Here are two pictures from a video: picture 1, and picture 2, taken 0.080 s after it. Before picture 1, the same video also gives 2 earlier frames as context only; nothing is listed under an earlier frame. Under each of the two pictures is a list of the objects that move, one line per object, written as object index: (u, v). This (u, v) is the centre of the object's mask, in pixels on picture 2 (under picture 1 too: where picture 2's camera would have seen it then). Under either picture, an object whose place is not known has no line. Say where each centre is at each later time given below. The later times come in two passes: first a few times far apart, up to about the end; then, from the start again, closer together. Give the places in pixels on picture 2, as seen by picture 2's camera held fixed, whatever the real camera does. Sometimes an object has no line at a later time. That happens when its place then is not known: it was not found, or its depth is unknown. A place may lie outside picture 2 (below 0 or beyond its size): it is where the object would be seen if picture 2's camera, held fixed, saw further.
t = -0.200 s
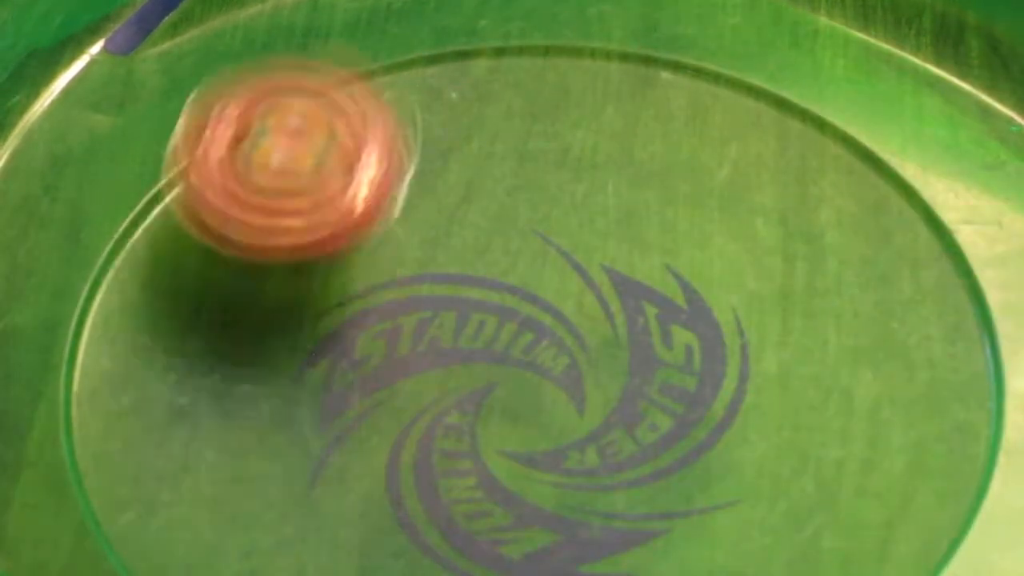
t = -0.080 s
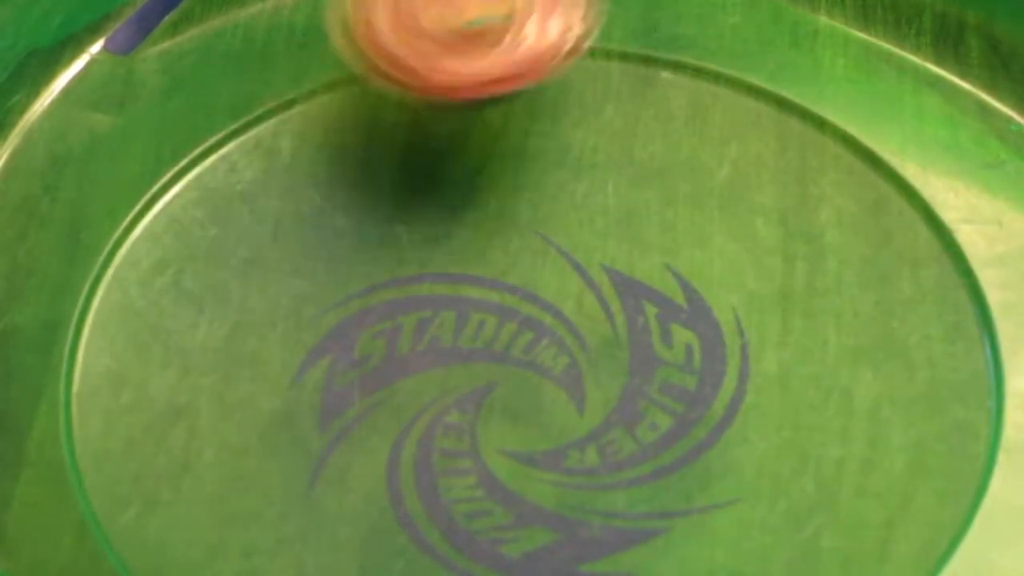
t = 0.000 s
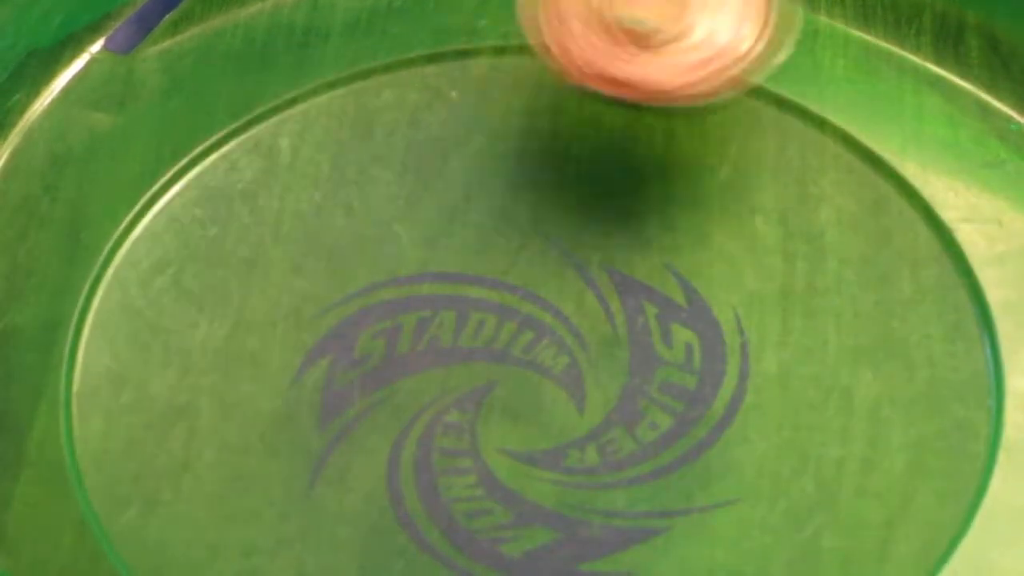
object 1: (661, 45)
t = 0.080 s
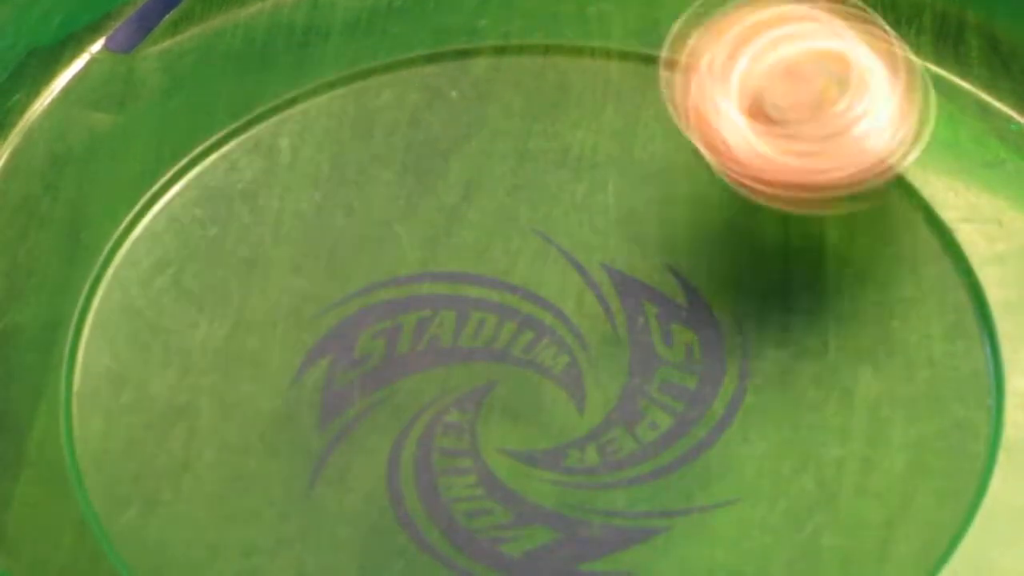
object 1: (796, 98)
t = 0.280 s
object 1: (721, 442)
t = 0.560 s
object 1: (144, 376)
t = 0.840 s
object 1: (496, 75)
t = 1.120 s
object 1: (846, 410)
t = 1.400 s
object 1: (339, 532)
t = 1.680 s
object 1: (383, 167)
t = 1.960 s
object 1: (920, 177)
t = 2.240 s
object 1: (619, 510)
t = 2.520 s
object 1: (264, 196)
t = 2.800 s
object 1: (718, 60)
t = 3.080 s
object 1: (718, 455)
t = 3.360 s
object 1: (163, 425)
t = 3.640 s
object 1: (398, 100)
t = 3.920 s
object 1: (855, 322)
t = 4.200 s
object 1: (514, 548)
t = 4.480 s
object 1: (309, 247)
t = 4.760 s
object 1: (777, 75)
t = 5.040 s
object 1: (842, 423)
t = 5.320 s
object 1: (293, 406)
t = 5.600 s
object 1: (340, 66)
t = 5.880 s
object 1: (772, 228)
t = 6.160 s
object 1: (544, 526)
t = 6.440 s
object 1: (205, 340)
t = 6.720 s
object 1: (619, 132)
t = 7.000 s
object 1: (921, 362)
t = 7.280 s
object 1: (464, 492)
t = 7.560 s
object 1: (332, 140)
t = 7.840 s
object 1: (746, 101)
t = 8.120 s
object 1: (643, 465)
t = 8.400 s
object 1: (195, 406)
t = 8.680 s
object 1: (431, 141)
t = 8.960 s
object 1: (846, 298)
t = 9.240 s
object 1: (629, 528)
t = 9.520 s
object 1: (339, 288)
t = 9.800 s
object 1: (648, 68)
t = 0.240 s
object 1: (785, 388)
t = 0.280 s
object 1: (721, 442)
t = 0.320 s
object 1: (644, 479)
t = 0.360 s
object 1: (550, 499)
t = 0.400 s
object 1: (457, 502)
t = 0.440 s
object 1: (364, 498)
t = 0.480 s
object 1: (276, 482)
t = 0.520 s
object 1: (199, 438)
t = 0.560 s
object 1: (144, 376)
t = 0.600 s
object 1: (117, 306)
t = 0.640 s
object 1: (124, 235)
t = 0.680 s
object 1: (159, 165)
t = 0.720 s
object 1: (222, 113)
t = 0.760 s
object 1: (304, 81)
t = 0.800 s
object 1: (401, 70)
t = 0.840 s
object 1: (496, 75)
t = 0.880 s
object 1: (584, 90)
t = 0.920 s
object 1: (668, 124)
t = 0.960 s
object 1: (736, 170)
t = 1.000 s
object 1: (790, 220)
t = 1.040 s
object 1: (831, 284)
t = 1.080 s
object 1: (847, 348)
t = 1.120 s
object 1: (846, 410)
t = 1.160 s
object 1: (821, 472)
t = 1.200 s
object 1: (772, 507)
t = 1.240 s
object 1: (713, 530)
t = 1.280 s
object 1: (614, 546)
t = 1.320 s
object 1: (526, 550)
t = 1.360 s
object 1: (413, 547)
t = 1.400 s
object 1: (339, 532)
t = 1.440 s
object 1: (280, 507)
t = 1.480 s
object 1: (242, 460)
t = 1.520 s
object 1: (233, 396)
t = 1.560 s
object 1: (243, 333)
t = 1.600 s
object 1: (272, 271)
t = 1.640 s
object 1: (321, 218)
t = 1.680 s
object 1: (383, 167)
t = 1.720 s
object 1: (461, 129)
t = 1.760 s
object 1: (540, 106)
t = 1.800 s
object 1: (628, 93)
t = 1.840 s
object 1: (715, 92)
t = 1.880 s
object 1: (799, 106)
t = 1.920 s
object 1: (870, 133)
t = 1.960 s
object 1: (920, 177)
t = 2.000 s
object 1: (938, 234)
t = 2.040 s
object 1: (937, 317)
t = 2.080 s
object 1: (926, 383)
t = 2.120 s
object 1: (880, 447)
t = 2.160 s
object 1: (810, 486)
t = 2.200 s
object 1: (712, 508)
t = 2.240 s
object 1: (619, 510)
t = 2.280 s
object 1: (527, 504)
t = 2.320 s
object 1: (438, 483)
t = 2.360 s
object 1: (366, 444)
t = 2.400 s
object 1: (313, 389)
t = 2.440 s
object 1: (278, 329)
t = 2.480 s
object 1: (266, 264)
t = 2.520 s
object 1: (264, 196)
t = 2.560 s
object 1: (290, 133)
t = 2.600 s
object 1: (334, 82)
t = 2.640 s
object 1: (391, 56)
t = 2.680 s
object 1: (468, 41)
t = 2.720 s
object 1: (555, 36)
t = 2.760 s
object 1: (633, 42)
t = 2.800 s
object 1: (718, 60)
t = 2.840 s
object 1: (776, 85)
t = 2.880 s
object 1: (823, 140)
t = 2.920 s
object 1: (845, 207)
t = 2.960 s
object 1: (842, 276)
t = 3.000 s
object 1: (822, 341)
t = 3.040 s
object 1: (779, 402)
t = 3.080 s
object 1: (718, 455)
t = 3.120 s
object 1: (647, 488)
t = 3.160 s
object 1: (561, 504)
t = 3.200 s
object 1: (478, 513)
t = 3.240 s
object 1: (376, 511)
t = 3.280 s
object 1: (296, 498)
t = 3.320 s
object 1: (226, 476)
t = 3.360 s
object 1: (163, 425)
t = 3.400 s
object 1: (125, 365)
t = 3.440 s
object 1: (117, 304)
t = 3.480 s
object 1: (132, 239)
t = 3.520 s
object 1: (174, 187)
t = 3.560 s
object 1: (239, 146)
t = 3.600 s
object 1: (318, 113)
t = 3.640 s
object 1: (398, 100)
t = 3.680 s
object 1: (489, 102)
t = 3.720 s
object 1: (575, 113)
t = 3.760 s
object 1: (652, 138)
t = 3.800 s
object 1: (721, 173)
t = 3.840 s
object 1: (781, 217)
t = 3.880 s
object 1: (826, 266)
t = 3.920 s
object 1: (855, 322)
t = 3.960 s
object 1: (866, 380)
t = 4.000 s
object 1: (858, 438)
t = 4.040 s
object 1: (827, 488)
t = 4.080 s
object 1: (779, 513)
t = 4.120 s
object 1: (704, 533)
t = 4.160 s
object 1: (614, 545)
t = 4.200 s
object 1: (514, 548)
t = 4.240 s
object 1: (428, 538)
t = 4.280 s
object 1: (362, 519)
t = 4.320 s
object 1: (312, 488)
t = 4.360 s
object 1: (283, 433)
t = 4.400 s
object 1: (273, 370)
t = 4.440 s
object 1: (282, 306)
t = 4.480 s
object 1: (309, 247)
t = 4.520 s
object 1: (351, 192)
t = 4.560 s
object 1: (409, 145)
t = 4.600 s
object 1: (471, 108)
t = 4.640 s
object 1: (544, 82)
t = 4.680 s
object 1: (620, 70)
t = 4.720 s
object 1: (700, 68)
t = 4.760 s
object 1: (777, 75)
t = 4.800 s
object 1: (847, 95)
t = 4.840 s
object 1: (899, 133)
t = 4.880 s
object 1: (924, 189)
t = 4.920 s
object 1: (930, 253)
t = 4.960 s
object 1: (922, 316)
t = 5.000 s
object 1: (892, 373)
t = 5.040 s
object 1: (842, 423)
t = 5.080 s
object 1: (771, 462)
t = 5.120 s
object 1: (691, 484)
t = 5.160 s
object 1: (605, 495)
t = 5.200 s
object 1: (510, 494)
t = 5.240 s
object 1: (427, 476)
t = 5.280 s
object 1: (356, 450)
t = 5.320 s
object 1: (293, 406)
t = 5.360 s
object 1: (249, 359)
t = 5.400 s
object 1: (213, 301)
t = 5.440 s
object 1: (198, 244)
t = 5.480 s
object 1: (207, 184)
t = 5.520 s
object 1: (233, 131)
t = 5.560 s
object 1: (278, 87)
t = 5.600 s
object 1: (340, 66)
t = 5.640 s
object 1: (415, 55)
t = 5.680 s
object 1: (495, 54)
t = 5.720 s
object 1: (572, 63)
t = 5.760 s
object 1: (640, 83)
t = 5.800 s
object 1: (697, 120)
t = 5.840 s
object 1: (741, 171)
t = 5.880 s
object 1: (772, 228)
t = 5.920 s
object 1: (785, 288)
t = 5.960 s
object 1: (783, 349)
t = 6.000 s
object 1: (764, 407)
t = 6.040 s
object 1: (729, 462)
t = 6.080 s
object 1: (680, 495)
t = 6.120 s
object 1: (618, 514)
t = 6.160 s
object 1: (544, 526)
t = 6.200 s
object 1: (464, 532)
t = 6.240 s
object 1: (382, 529)
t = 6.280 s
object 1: (312, 518)
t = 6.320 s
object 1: (257, 499)
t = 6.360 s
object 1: (216, 454)
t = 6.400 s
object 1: (194, 398)
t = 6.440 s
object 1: (205, 340)
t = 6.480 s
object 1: (233, 287)
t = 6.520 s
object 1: (277, 237)
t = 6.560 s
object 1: (334, 197)
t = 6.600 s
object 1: (399, 165)
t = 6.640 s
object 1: (469, 143)
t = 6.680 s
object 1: (545, 131)
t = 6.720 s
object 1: (619, 132)
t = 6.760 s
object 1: (693, 139)
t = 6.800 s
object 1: (762, 155)
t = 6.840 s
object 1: (825, 180)
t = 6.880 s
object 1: (875, 214)
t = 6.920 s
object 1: (910, 256)
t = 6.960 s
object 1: (924, 306)
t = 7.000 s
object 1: (921, 362)
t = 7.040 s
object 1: (903, 417)
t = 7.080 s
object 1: (860, 463)
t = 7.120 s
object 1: (796, 493)
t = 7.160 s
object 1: (714, 509)
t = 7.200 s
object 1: (626, 513)
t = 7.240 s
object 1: (542, 506)
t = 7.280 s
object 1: (464, 492)
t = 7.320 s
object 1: (406, 459)
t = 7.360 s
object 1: (364, 415)
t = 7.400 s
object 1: (327, 361)
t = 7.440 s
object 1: (304, 308)
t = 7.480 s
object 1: (302, 253)
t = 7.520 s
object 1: (309, 194)
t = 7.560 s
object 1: (332, 140)
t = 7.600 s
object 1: (372, 95)
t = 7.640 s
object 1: (421, 69)
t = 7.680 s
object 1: (486, 55)
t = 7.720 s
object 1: (556, 52)
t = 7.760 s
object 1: (632, 57)
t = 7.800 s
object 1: (695, 73)
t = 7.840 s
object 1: (746, 101)
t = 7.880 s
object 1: (784, 151)
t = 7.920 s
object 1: (801, 208)
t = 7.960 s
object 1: (804, 262)
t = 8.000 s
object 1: (789, 322)
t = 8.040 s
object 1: (756, 379)
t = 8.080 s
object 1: (706, 427)
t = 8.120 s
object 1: (643, 465)
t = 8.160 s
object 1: (577, 484)
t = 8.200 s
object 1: (511, 494)
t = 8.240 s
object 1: (439, 500)
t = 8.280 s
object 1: (365, 497)
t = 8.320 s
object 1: (291, 482)
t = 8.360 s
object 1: (237, 452)
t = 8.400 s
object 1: (195, 406)
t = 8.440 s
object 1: (170, 355)
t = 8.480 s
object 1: (169, 303)
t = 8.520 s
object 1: (188, 252)
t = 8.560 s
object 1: (228, 206)
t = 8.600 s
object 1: (290, 173)
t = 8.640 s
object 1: (356, 152)
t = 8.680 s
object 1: (431, 141)
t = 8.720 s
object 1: (498, 137)
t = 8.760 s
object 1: (571, 144)
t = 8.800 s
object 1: (648, 163)
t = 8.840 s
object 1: (709, 189)
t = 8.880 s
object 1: (760, 219)
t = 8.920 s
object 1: (808, 254)
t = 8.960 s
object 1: (846, 298)
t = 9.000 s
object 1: (864, 347)
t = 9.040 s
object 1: (864, 394)
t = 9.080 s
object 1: (852, 439)
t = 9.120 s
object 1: (819, 483)
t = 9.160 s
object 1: (763, 508)
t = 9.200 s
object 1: (690, 521)
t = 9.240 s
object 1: (629, 528)
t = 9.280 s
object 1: (544, 525)
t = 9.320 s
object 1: (470, 512)
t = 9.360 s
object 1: (421, 489)
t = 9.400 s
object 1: (377, 445)
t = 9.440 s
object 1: (348, 397)
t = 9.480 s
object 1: (333, 341)
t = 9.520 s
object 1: (339, 288)
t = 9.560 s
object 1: (352, 237)
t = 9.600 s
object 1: (377, 185)
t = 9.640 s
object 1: (419, 142)
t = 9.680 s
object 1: (465, 106)
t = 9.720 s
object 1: (517, 81)
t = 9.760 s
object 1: (580, 69)
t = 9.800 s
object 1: (648, 68)
